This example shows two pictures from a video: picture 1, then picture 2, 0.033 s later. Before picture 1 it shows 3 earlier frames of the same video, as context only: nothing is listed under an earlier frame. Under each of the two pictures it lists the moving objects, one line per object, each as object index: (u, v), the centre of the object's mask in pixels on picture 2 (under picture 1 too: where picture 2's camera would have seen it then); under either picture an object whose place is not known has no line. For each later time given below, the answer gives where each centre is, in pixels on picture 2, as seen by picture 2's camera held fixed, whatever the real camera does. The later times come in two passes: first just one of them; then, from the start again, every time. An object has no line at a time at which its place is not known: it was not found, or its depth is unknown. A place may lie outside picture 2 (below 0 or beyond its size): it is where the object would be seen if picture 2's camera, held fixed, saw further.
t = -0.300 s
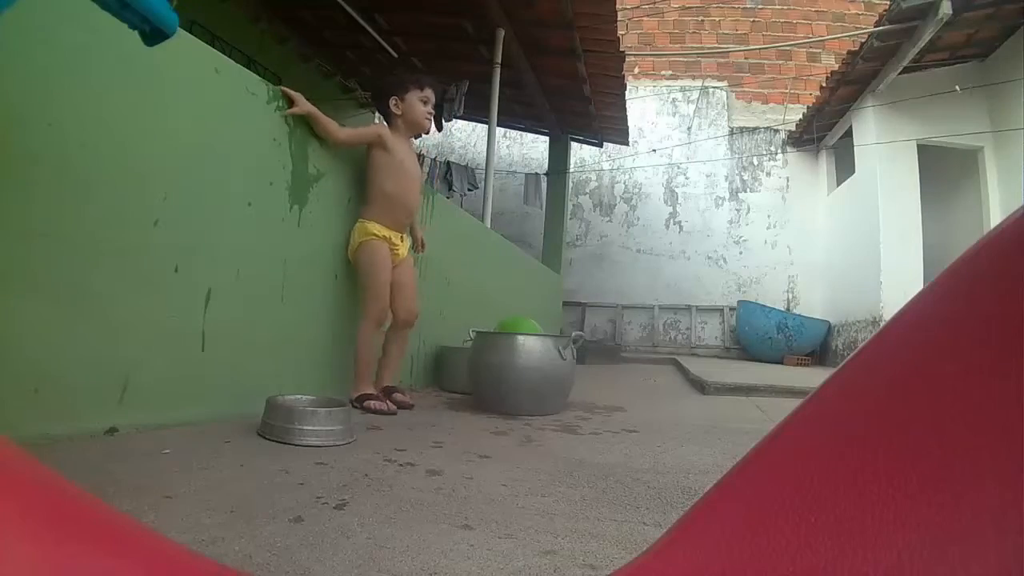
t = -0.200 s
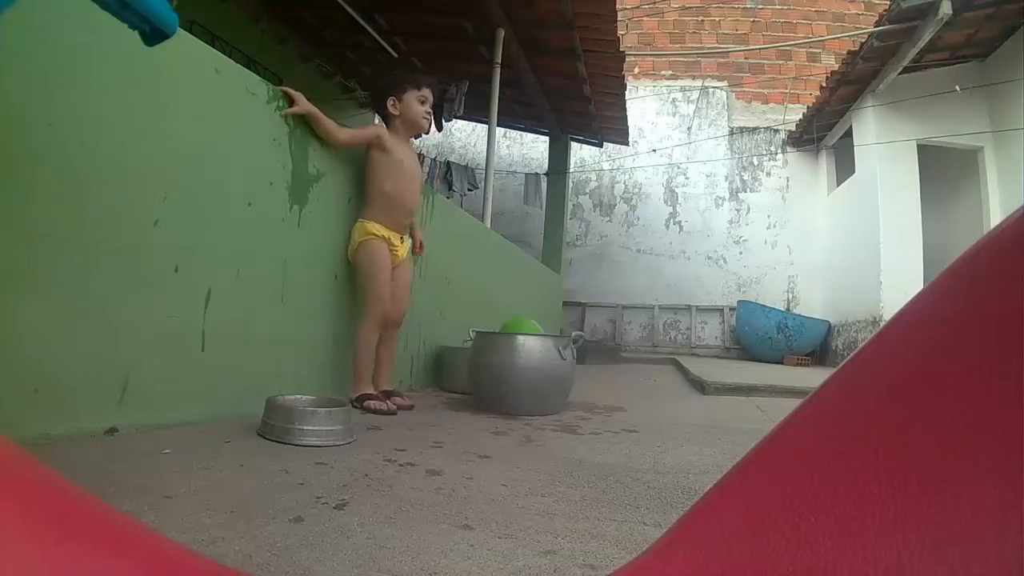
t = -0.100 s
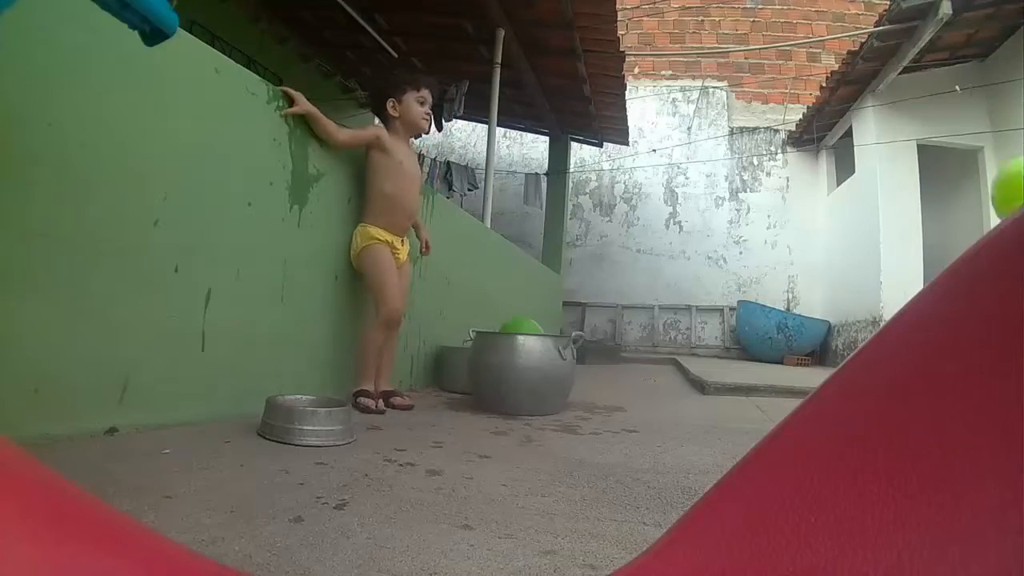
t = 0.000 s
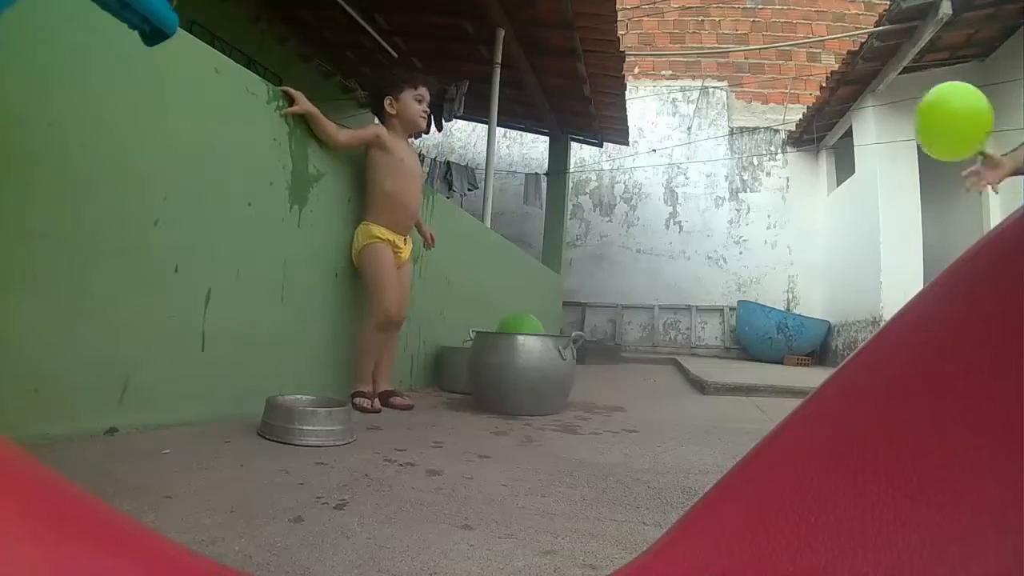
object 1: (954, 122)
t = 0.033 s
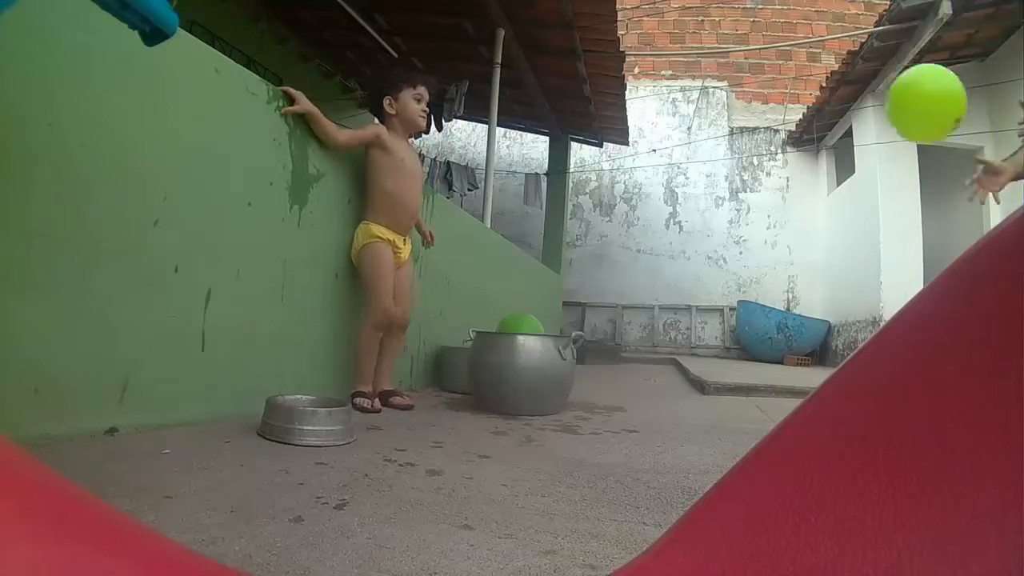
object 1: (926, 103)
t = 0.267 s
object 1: (728, 91)
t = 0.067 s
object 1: (899, 89)
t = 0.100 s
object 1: (871, 80)
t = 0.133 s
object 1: (844, 74)
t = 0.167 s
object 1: (816, 71)
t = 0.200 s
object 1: (787, 73)
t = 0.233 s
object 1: (758, 80)
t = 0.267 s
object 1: (728, 91)
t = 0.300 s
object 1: (697, 107)
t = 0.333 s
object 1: (666, 129)
